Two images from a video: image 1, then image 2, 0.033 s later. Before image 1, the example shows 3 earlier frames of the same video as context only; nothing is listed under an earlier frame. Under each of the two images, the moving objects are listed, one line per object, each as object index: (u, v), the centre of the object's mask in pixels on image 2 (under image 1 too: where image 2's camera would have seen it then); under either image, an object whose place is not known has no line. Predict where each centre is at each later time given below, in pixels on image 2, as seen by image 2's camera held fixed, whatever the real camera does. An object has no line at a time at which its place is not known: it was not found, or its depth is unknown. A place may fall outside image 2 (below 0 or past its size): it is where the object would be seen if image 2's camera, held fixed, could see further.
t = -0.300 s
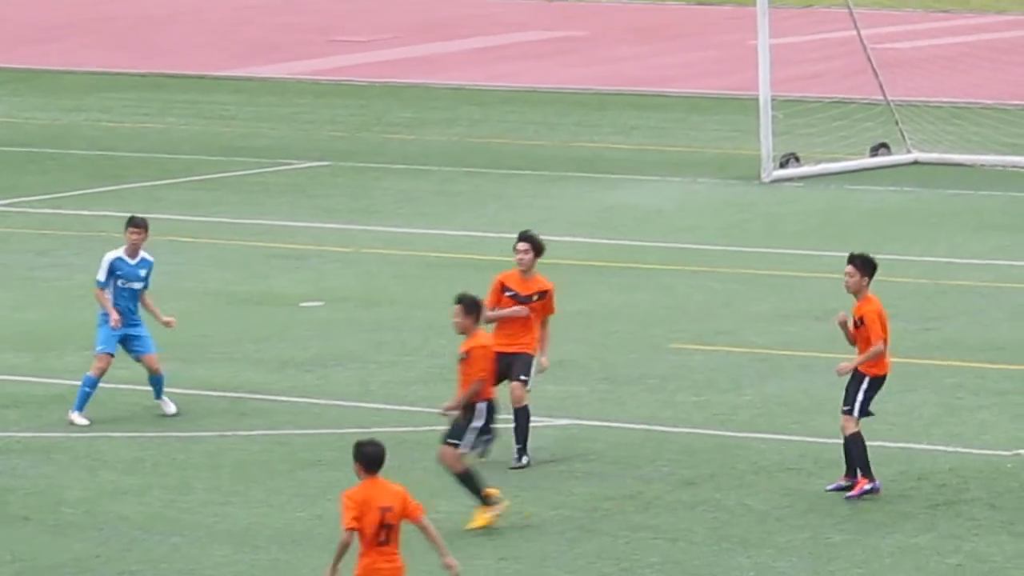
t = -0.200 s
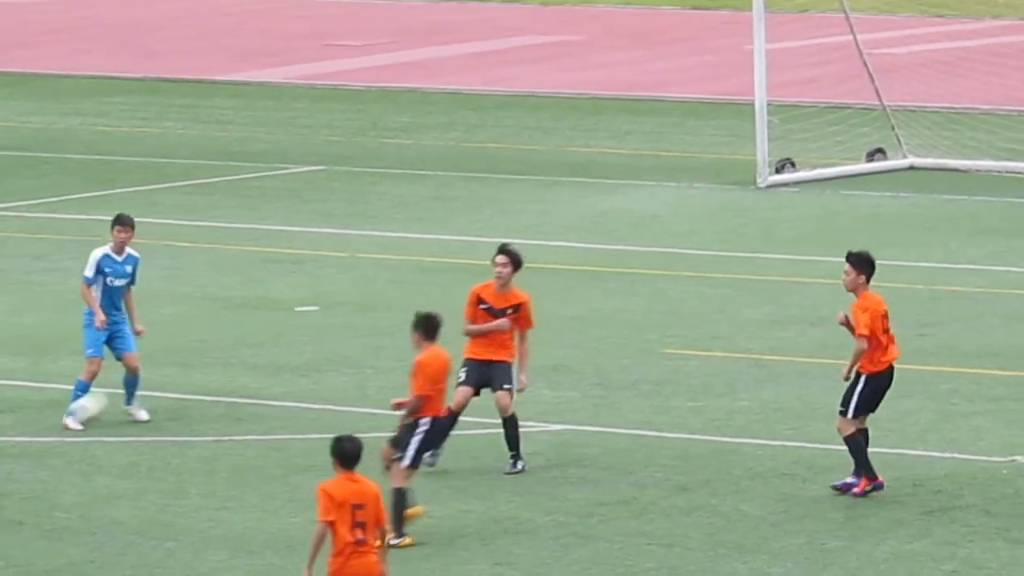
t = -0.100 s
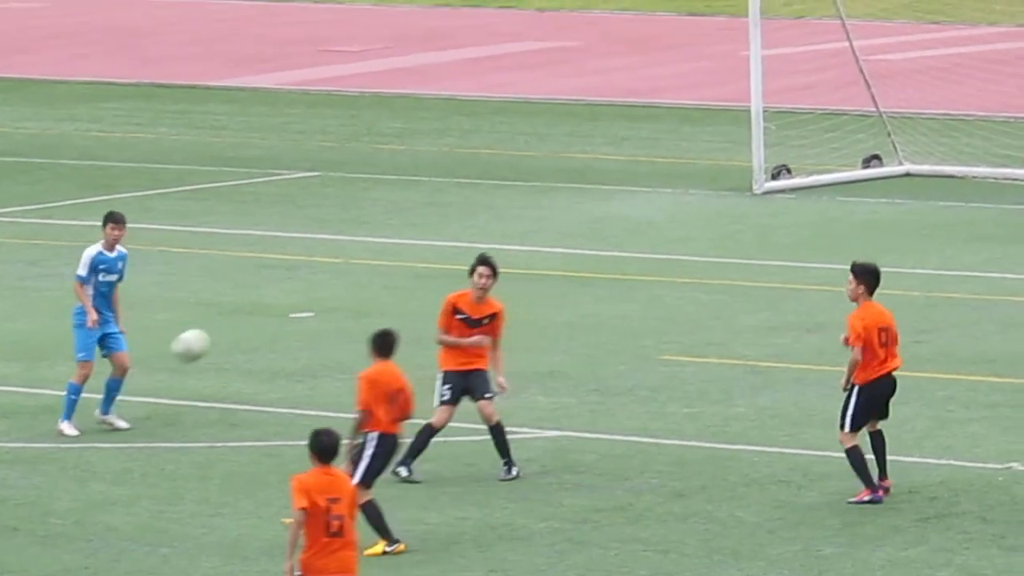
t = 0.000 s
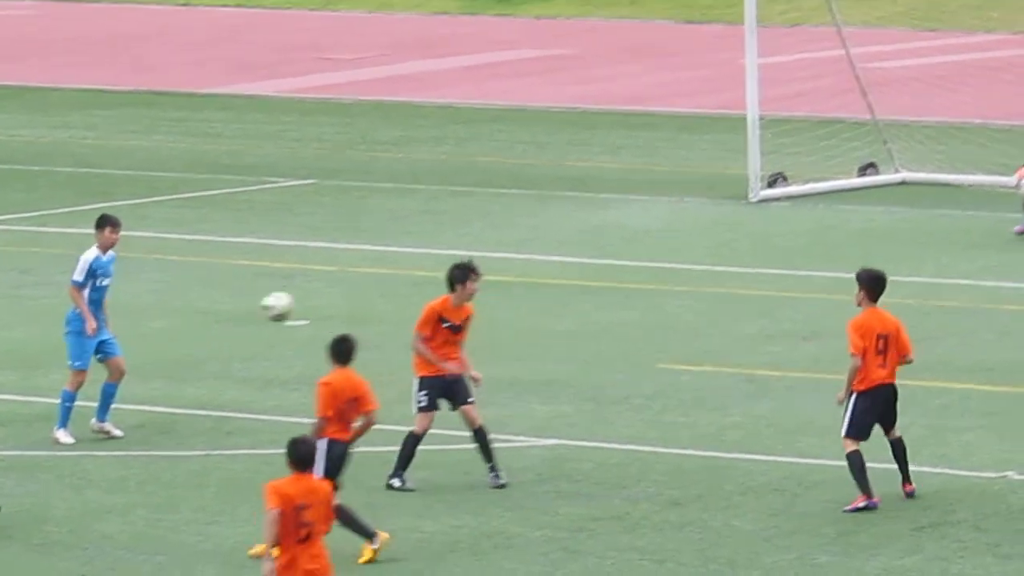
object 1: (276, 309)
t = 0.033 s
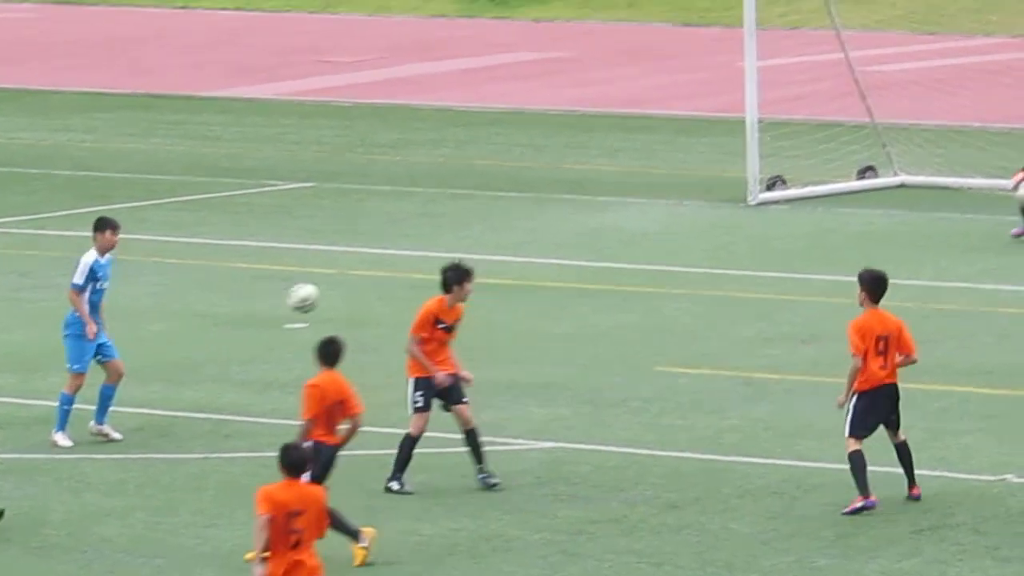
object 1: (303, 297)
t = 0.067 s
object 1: (328, 289)
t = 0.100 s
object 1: (355, 281)
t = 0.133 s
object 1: (378, 275)
